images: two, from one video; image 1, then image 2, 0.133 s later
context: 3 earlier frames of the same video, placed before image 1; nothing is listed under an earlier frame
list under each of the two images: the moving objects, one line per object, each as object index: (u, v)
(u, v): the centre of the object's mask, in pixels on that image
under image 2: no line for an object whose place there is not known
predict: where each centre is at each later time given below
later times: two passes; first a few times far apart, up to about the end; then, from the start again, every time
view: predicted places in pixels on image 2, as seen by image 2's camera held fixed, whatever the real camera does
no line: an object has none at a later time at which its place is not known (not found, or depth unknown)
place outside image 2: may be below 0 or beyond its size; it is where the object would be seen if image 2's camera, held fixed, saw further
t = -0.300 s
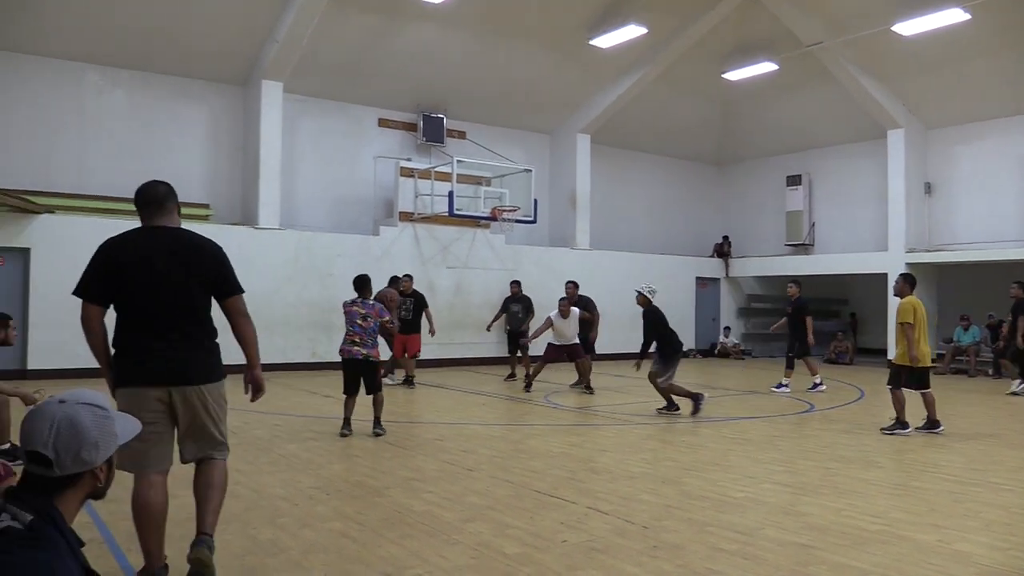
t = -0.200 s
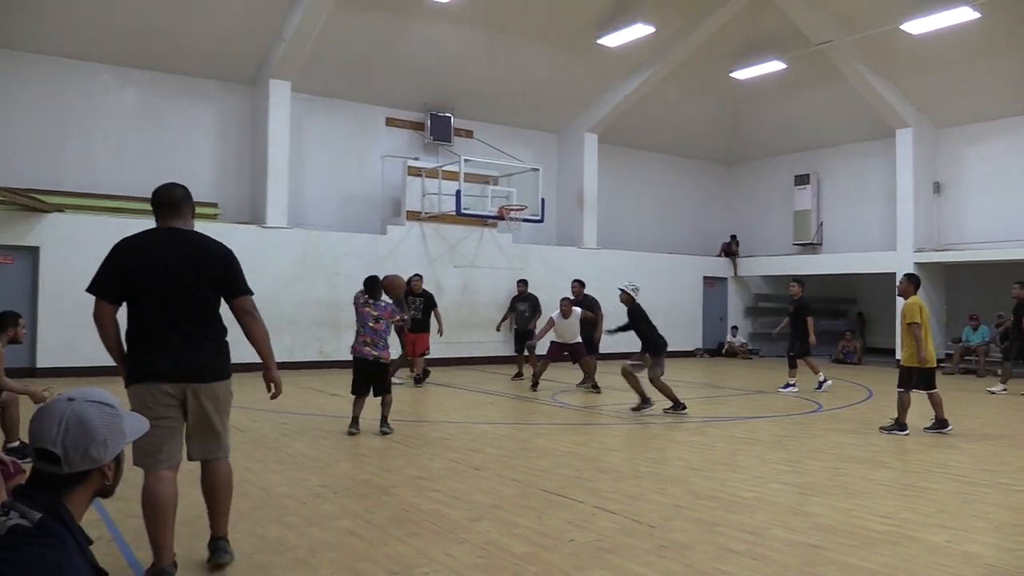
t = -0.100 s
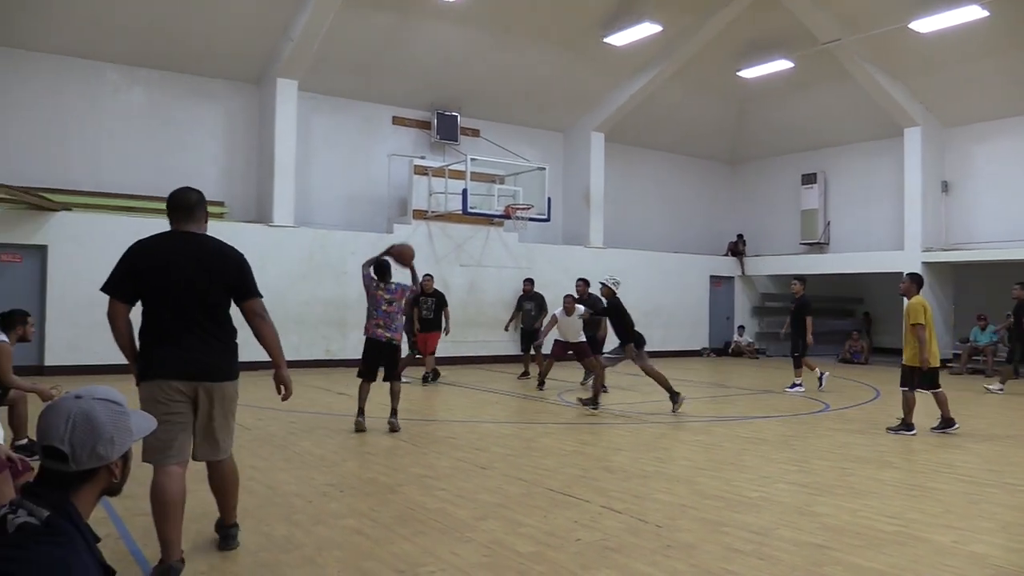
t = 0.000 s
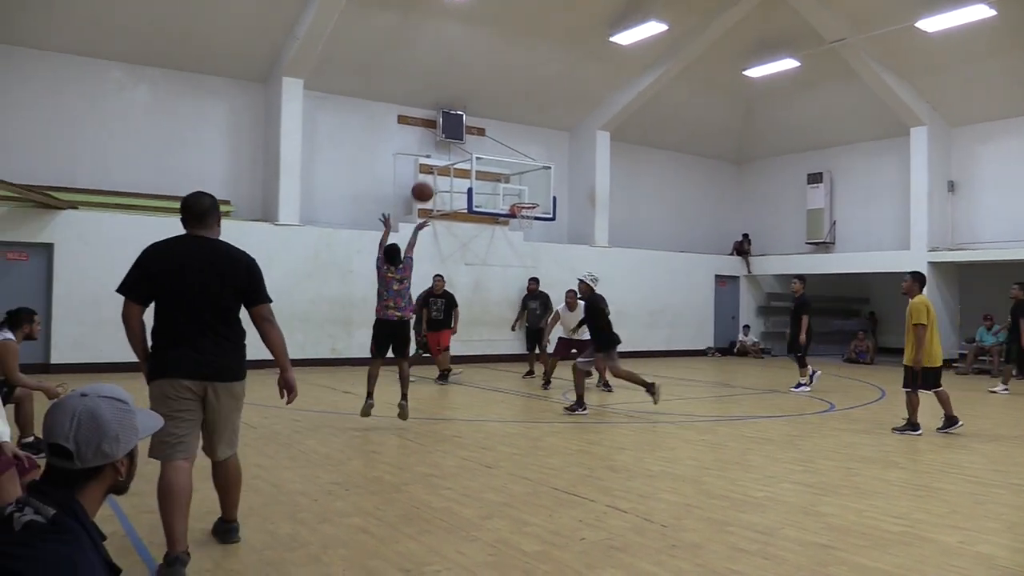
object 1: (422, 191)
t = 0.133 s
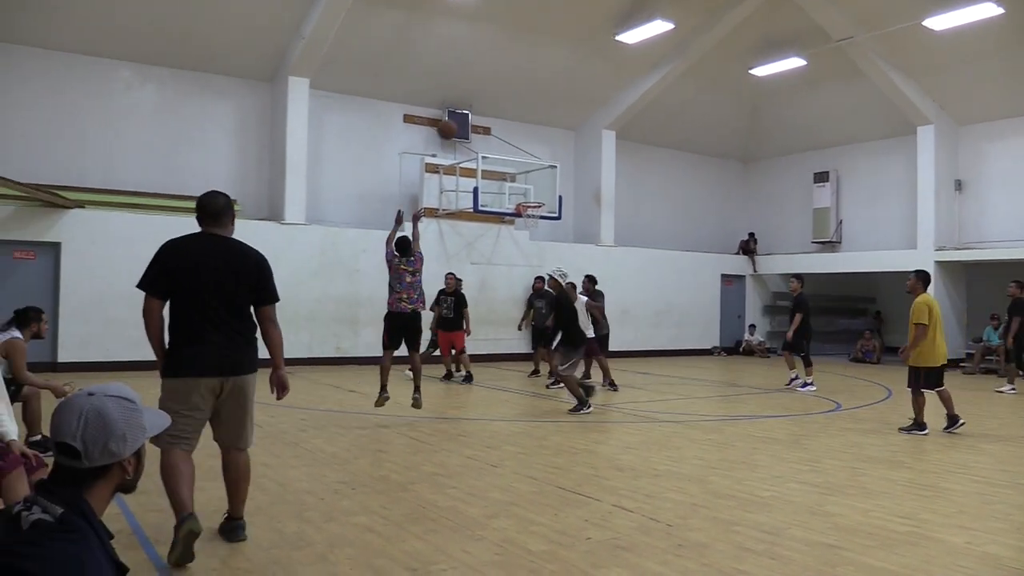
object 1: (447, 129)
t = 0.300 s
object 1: (467, 83)
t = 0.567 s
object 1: (492, 61)
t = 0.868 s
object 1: (515, 92)
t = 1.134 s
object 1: (529, 154)
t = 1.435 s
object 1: (541, 198)
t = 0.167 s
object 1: (451, 118)
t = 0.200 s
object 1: (455, 107)
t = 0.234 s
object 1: (459, 98)
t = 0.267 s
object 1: (463, 90)
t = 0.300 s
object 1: (467, 83)
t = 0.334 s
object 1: (470, 77)
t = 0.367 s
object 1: (473, 72)
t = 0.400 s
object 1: (477, 68)
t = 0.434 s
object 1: (480, 65)
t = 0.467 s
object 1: (483, 63)
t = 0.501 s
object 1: (486, 62)
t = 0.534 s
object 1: (489, 61)
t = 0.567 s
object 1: (492, 61)
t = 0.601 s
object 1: (495, 62)
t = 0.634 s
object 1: (498, 64)
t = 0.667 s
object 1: (500, 66)
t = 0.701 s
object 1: (503, 69)
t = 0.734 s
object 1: (505, 73)
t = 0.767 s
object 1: (507, 77)
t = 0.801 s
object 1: (510, 82)
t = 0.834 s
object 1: (512, 87)
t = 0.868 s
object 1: (515, 92)
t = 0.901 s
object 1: (517, 99)
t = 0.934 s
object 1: (519, 106)
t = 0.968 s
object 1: (521, 113)
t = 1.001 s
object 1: (523, 121)
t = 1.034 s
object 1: (524, 128)
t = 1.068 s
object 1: (526, 136)
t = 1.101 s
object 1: (528, 145)
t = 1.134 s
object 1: (529, 154)
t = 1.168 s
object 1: (531, 164)
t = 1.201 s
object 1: (532, 175)
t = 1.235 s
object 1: (534, 185)
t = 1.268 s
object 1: (535, 195)
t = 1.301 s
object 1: (535, 203)
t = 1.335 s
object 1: (527, 203)
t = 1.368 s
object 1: (528, 201)
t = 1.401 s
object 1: (535, 200)
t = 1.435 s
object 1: (541, 198)
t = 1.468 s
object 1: (546, 195)
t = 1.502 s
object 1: (550, 194)
